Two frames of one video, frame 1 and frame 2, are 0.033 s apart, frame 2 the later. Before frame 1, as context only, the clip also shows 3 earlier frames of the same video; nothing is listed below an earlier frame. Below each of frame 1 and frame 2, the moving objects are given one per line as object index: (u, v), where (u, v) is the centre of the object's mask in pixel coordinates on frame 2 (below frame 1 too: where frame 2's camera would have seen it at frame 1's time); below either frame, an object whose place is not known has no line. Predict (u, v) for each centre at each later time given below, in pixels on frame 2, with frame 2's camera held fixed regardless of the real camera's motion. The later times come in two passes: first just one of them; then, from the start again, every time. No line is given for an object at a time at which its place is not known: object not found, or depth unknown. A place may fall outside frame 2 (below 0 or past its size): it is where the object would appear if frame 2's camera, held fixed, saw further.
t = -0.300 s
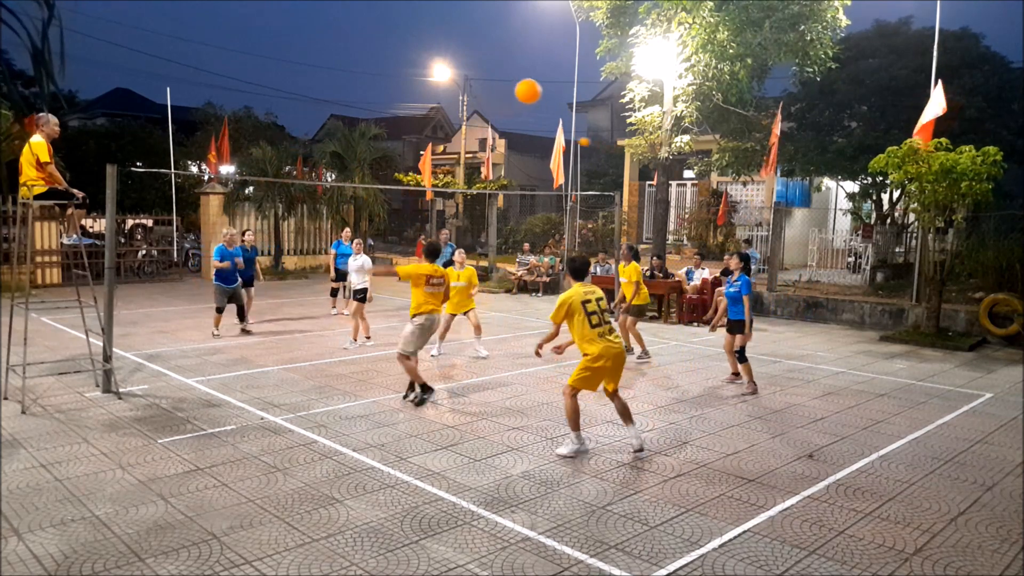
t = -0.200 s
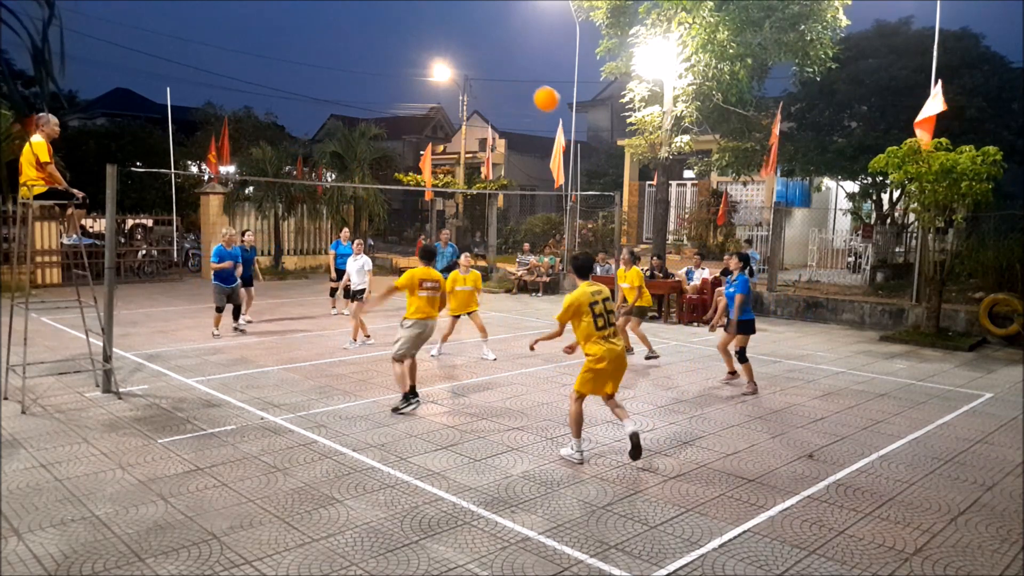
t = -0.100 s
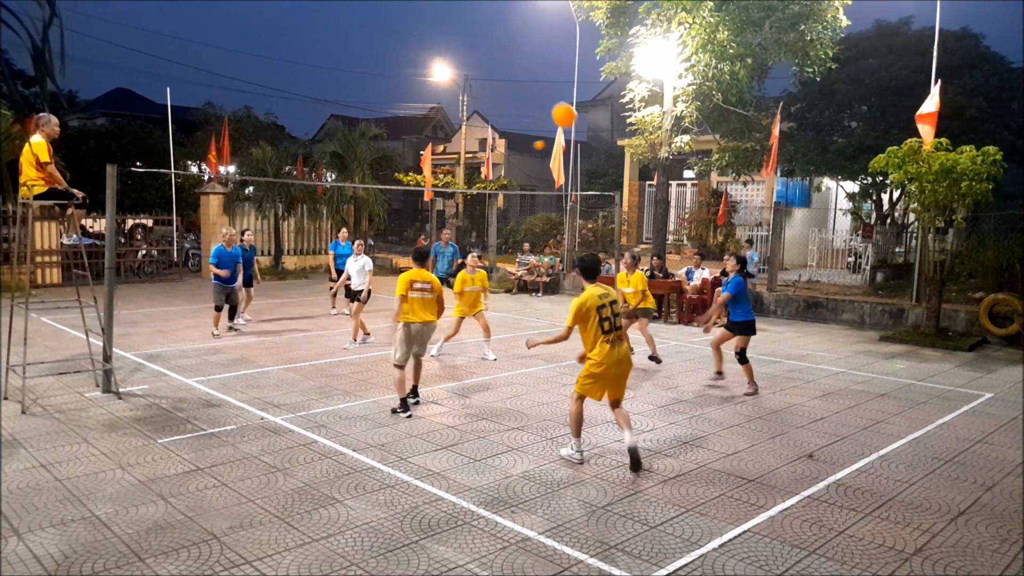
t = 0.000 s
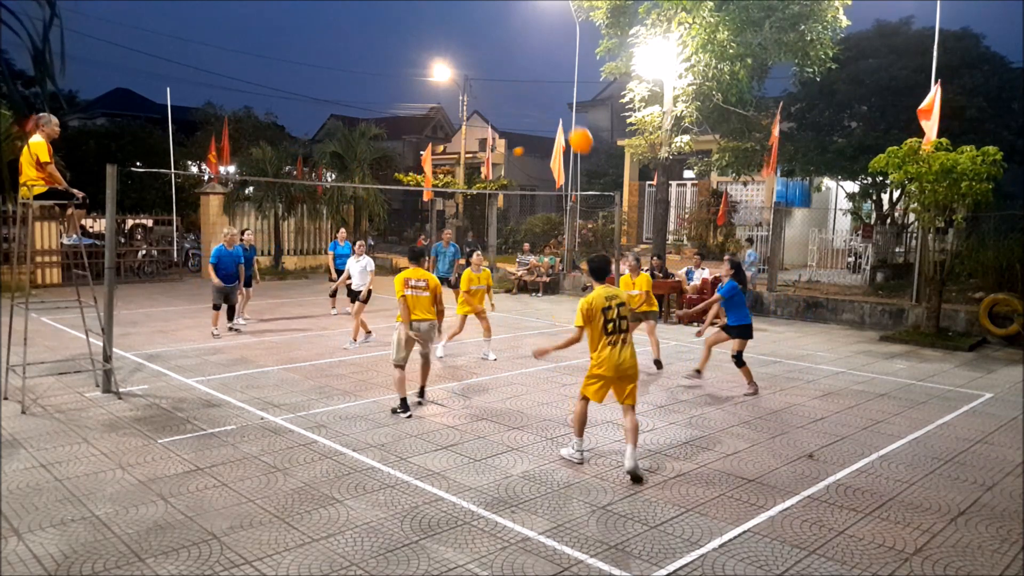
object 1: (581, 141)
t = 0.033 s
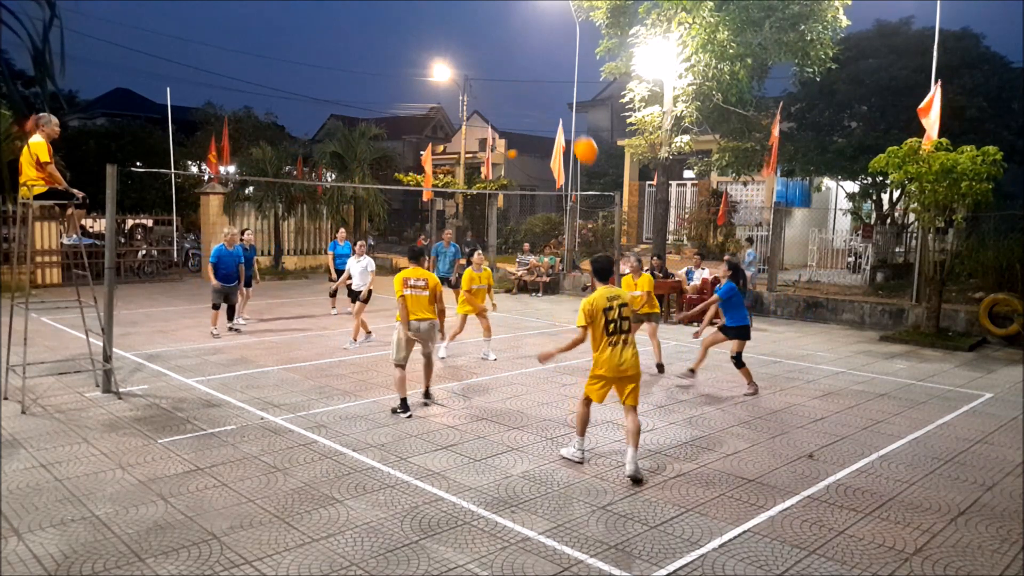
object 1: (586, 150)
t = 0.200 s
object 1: (608, 211)
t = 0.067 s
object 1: (591, 161)
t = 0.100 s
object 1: (595, 172)
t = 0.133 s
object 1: (600, 184)
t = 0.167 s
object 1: (604, 197)
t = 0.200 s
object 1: (608, 211)
